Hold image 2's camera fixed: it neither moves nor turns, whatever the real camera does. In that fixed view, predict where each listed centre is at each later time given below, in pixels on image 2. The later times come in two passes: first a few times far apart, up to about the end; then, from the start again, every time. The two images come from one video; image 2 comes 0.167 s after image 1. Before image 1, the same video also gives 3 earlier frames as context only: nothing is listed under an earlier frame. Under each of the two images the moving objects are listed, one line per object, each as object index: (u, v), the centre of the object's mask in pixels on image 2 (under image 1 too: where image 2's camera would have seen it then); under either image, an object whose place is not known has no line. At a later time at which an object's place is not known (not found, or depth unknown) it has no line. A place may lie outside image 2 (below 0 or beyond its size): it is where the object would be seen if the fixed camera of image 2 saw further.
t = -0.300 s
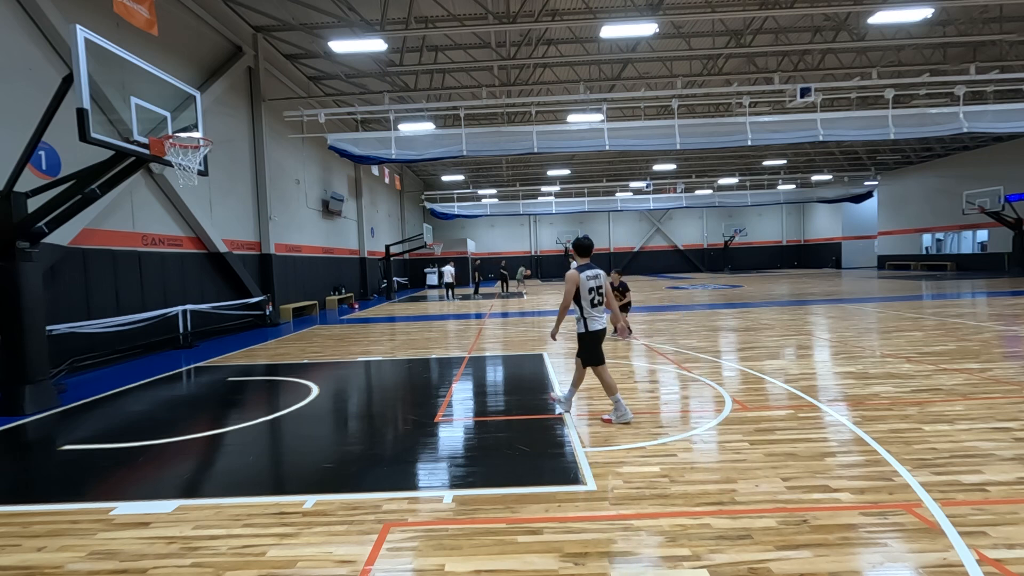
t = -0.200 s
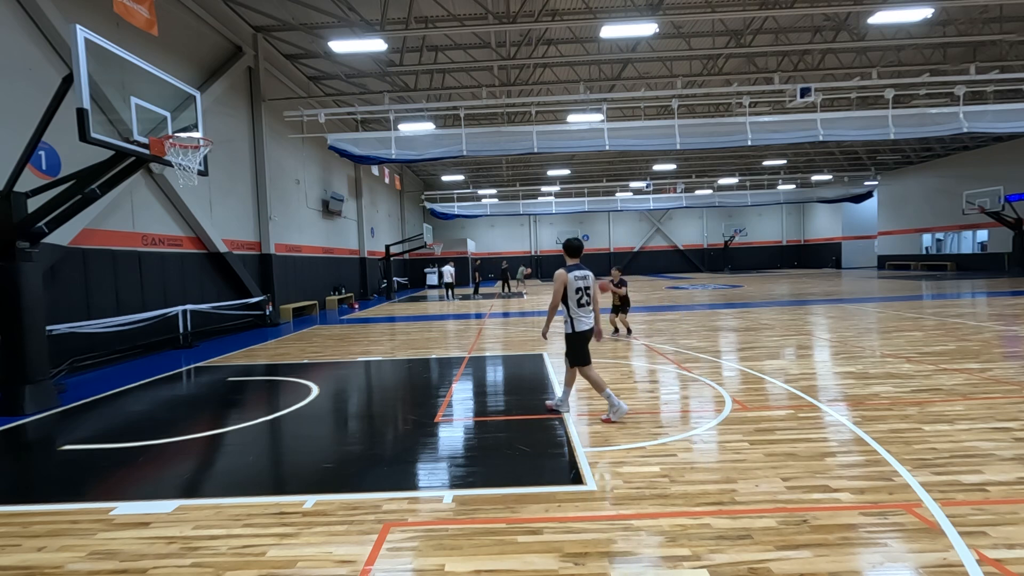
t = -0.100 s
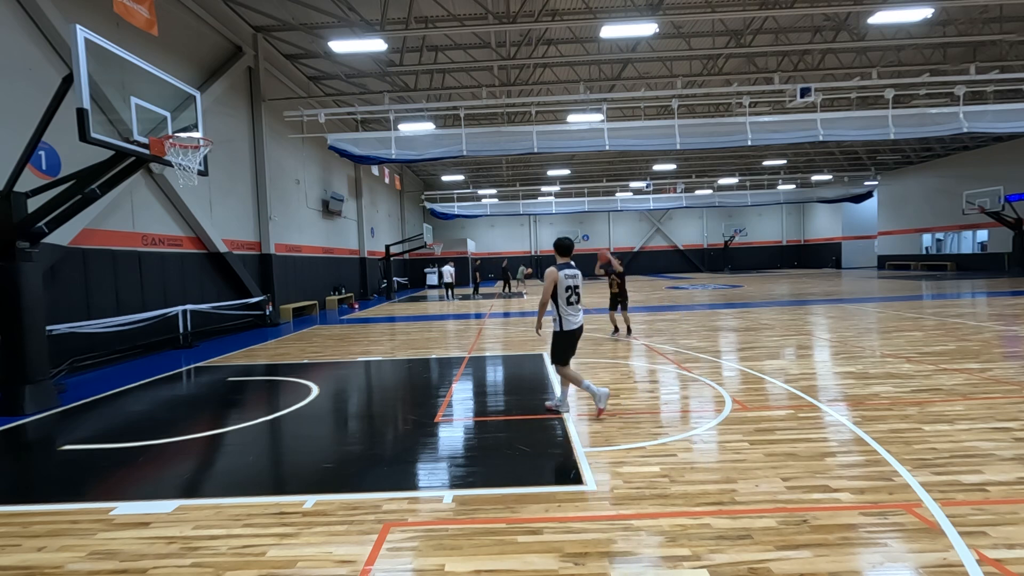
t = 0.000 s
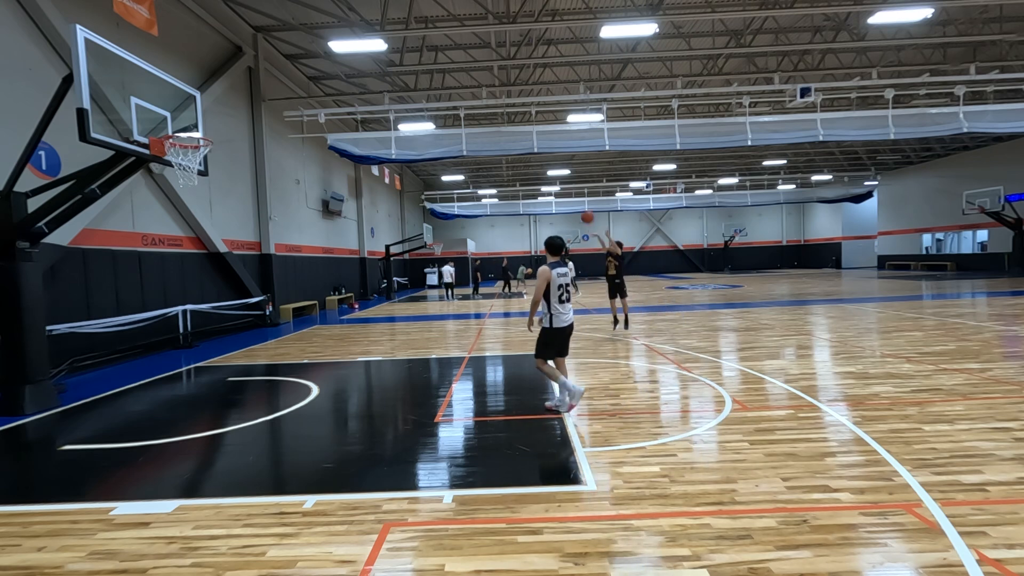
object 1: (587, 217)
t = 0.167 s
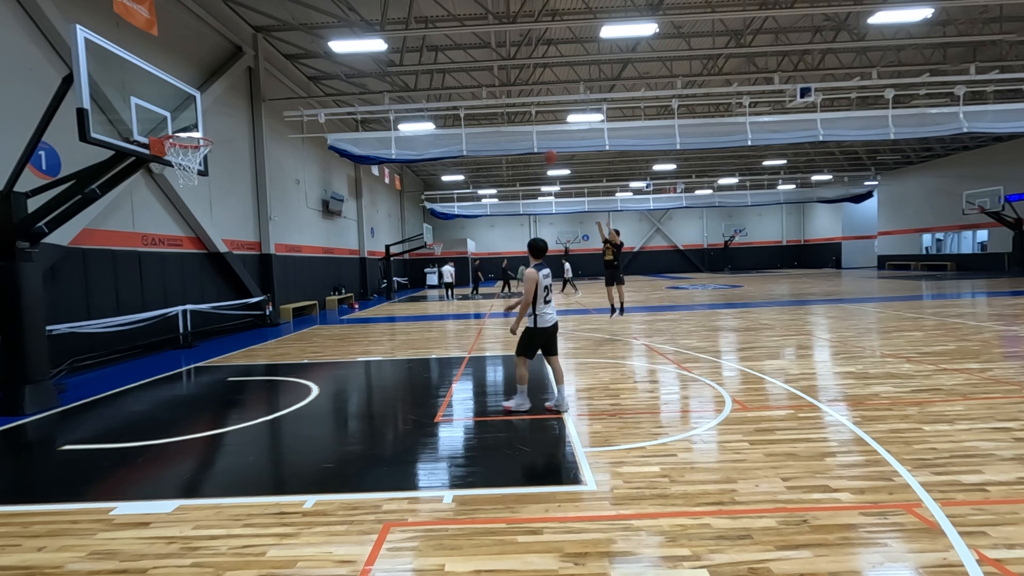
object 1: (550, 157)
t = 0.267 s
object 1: (527, 125)
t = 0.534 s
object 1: (458, 65)
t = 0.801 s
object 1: (380, 44)
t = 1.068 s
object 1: (289, 72)
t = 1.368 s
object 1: (225, 124)
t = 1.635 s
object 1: (261, 116)
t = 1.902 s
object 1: (293, 152)
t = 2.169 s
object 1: (318, 219)
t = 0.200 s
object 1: (543, 147)
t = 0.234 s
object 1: (535, 136)
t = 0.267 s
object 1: (527, 125)
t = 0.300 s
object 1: (519, 117)
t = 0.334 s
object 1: (510, 108)
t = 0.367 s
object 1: (502, 98)
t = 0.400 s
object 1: (493, 91)
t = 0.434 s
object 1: (485, 84)
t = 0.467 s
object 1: (476, 77)
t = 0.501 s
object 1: (467, 71)
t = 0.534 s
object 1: (458, 65)
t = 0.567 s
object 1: (449, 60)
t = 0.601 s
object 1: (439, 56)
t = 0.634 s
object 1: (429, 52)
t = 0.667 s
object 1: (420, 49)
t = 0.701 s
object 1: (409, 46)
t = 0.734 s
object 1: (400, 45)
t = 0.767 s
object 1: (391, 44)
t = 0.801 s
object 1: (380, 44)
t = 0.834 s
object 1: (369, 45)
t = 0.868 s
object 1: (358, 46)
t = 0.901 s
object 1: (347, 48)
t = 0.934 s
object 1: (335, 52)
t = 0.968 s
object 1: (324, 55)
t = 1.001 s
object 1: (314, 59)
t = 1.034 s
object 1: (302, 66)
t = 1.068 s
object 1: (289, 72)
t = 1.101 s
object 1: (278, 80)
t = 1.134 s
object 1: (266, 89)
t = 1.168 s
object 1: (254, 98)
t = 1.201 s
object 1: (241, 109)
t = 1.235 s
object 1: (228, 121)
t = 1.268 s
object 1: (216, 134)
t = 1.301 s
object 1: (215, 135)
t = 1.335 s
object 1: (219, 130)
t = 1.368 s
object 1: (225, 124)
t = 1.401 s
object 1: (230, 120)
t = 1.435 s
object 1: (235, 117)
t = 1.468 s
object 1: (240, 115)
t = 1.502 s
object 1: (244, 113)
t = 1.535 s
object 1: (249, 112)
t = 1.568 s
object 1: (253, 113)
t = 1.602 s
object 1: (257, 114)
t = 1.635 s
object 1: (261, 116)
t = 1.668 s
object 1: (266, 118)
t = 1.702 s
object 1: (270, 121)
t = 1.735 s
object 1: (274, 125)
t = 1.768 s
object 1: (278, 129)
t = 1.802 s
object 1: (282, 134)
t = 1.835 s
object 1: (286, 140)
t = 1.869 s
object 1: (289, 146)
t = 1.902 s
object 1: (293, 152)
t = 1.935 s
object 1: (296, 160)
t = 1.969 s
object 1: (299, 167)
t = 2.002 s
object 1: (303, 174)
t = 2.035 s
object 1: (306, 183)
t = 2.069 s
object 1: (309, 191)
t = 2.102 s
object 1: (312, 200)
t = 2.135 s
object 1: (315, 210)
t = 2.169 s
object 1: (318, 219)
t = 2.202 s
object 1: (321, 229)
